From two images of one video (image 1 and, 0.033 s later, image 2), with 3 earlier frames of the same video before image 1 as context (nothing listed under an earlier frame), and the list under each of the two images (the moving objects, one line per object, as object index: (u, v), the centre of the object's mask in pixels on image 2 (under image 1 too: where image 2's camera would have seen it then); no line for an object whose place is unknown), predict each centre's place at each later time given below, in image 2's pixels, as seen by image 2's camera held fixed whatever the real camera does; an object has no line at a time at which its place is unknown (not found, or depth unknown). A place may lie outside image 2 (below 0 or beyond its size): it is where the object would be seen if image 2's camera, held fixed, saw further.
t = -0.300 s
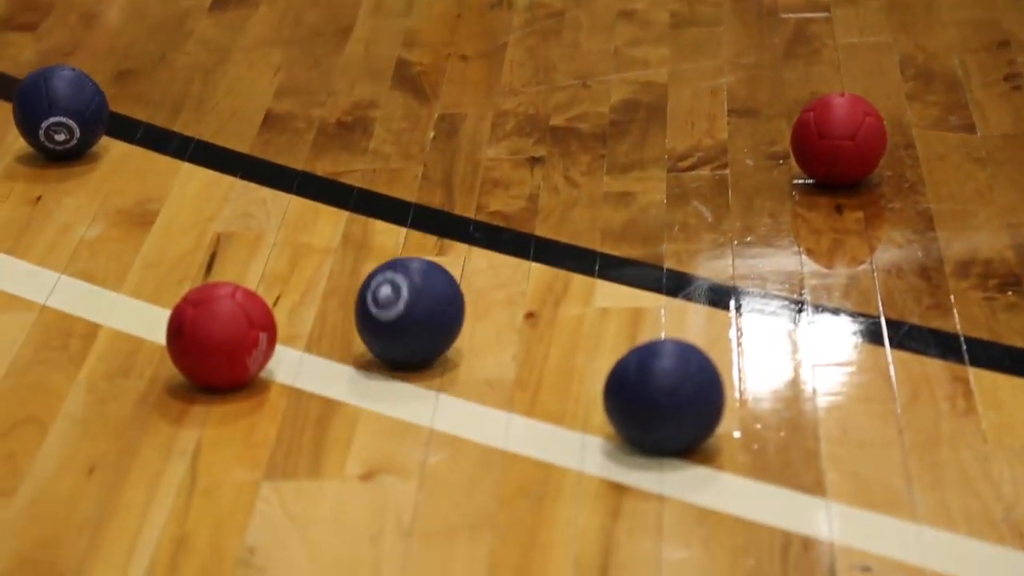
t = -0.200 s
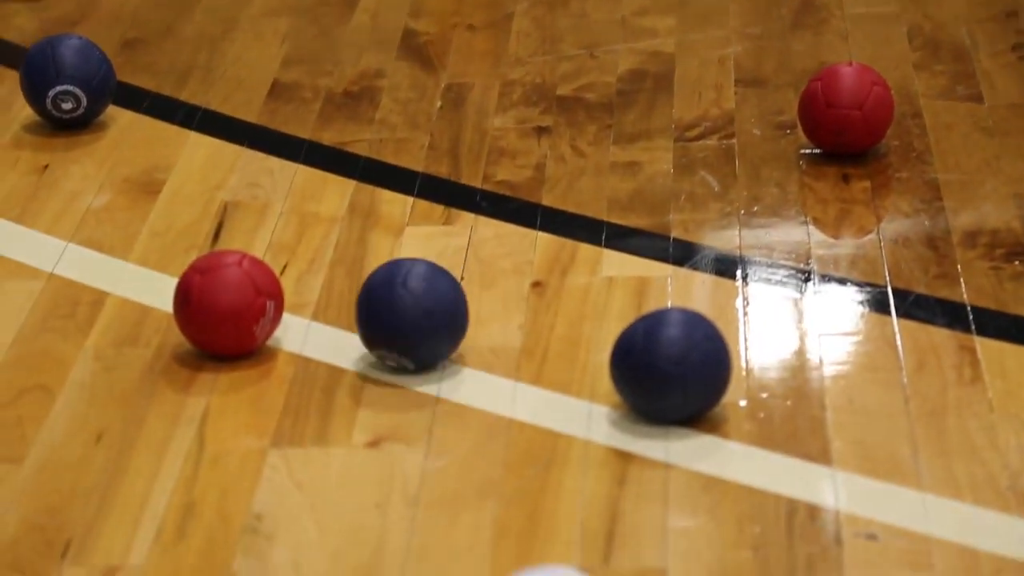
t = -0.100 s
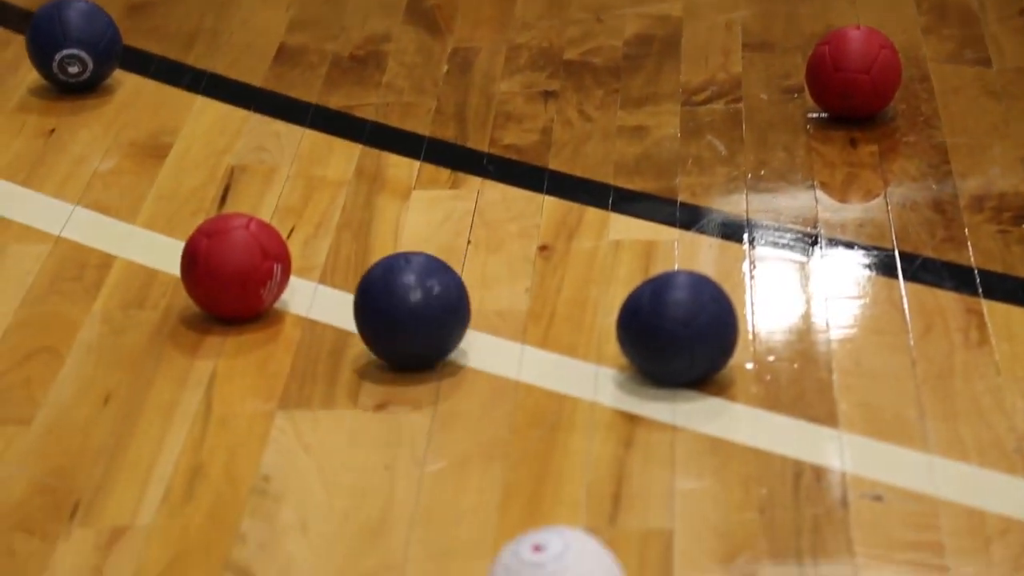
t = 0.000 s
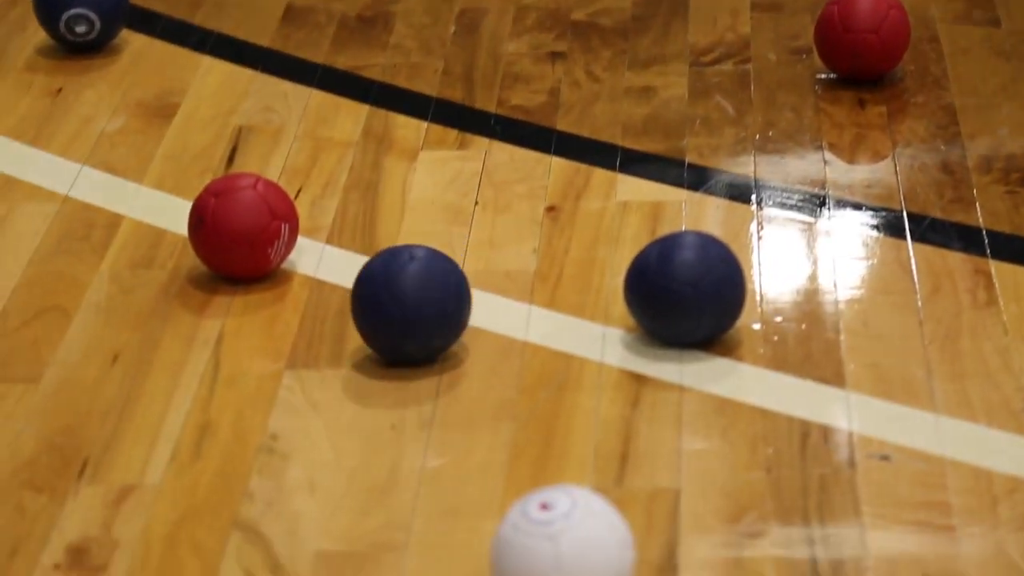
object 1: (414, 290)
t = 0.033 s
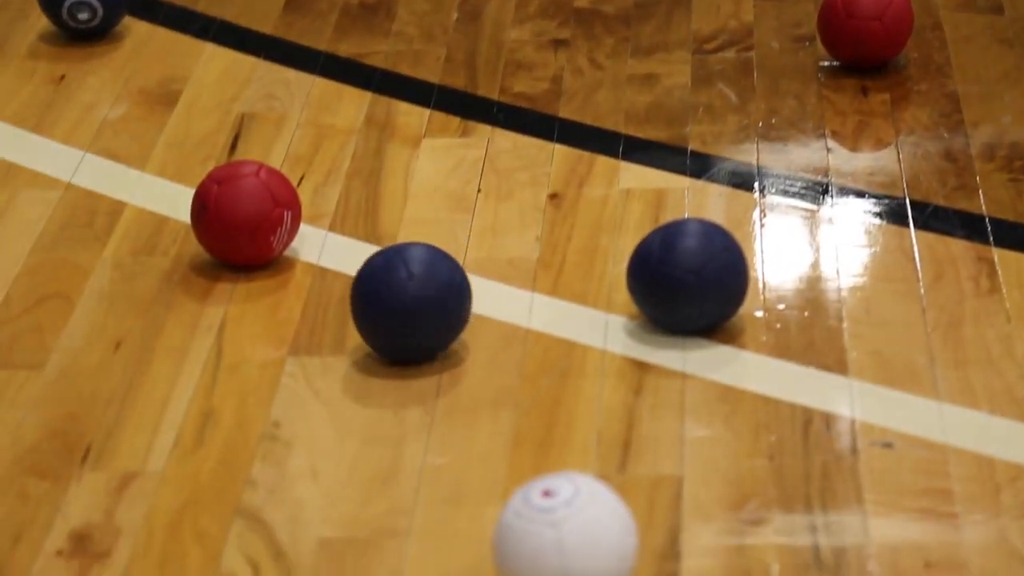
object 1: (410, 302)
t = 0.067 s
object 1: (408, 312)
